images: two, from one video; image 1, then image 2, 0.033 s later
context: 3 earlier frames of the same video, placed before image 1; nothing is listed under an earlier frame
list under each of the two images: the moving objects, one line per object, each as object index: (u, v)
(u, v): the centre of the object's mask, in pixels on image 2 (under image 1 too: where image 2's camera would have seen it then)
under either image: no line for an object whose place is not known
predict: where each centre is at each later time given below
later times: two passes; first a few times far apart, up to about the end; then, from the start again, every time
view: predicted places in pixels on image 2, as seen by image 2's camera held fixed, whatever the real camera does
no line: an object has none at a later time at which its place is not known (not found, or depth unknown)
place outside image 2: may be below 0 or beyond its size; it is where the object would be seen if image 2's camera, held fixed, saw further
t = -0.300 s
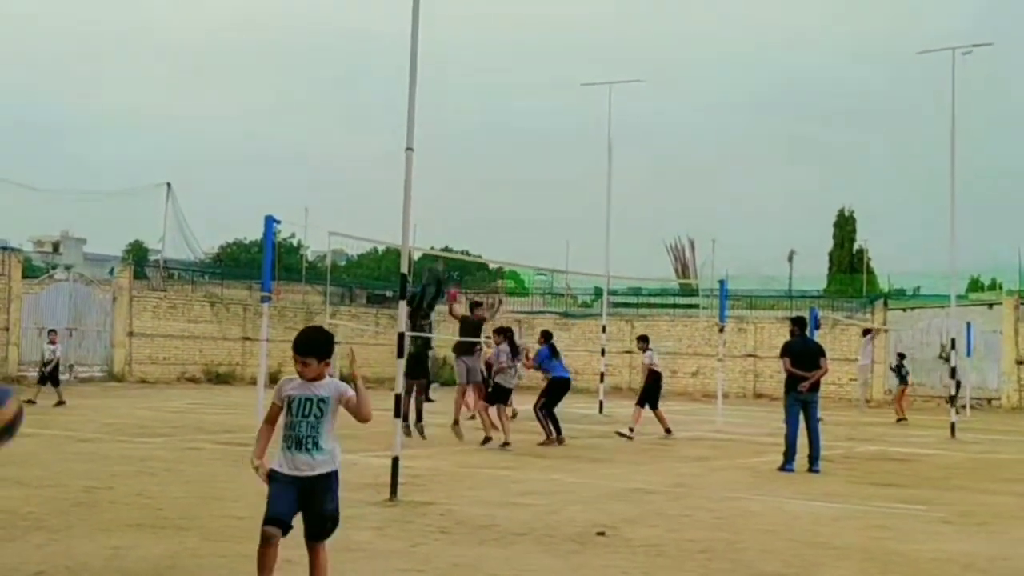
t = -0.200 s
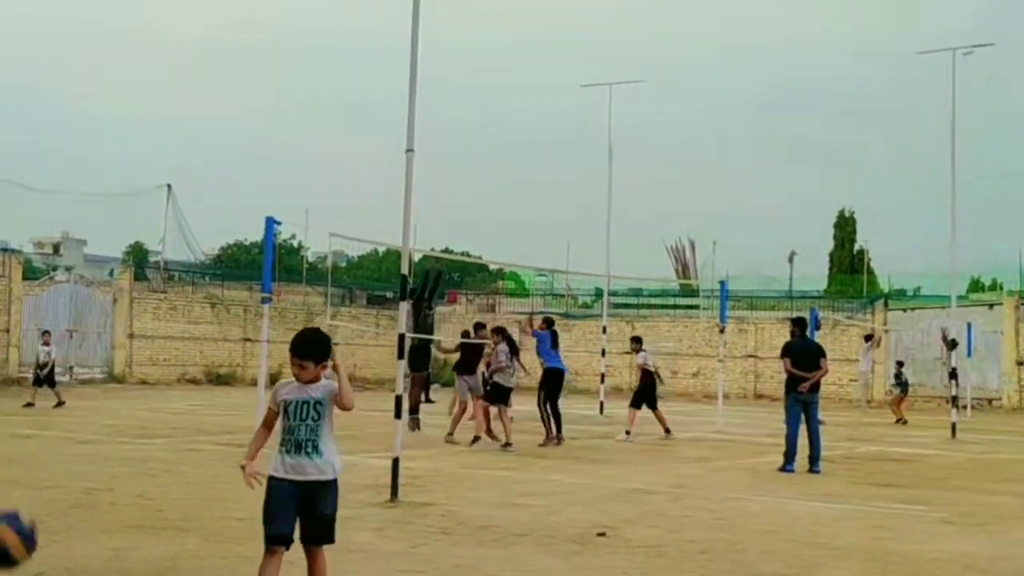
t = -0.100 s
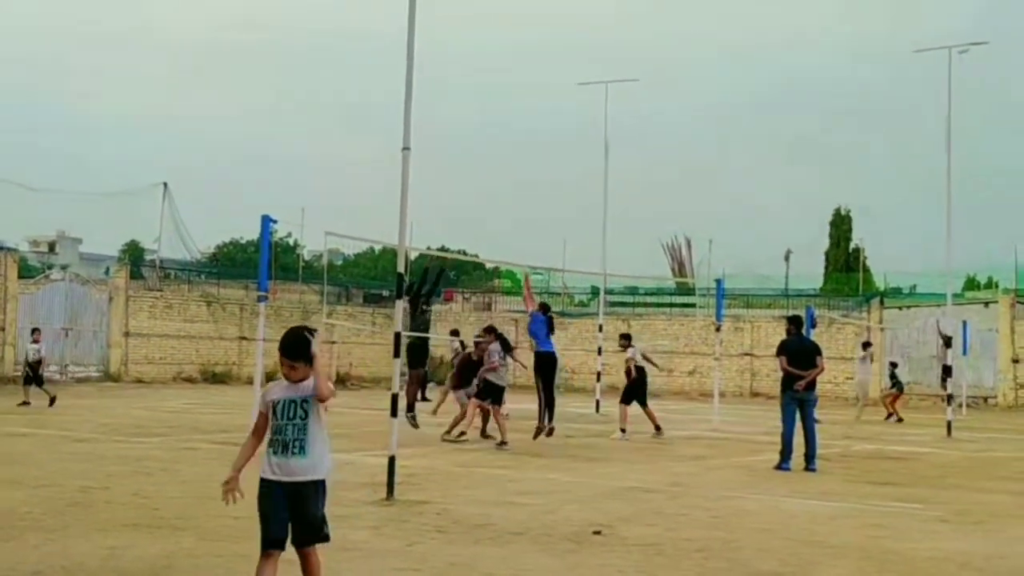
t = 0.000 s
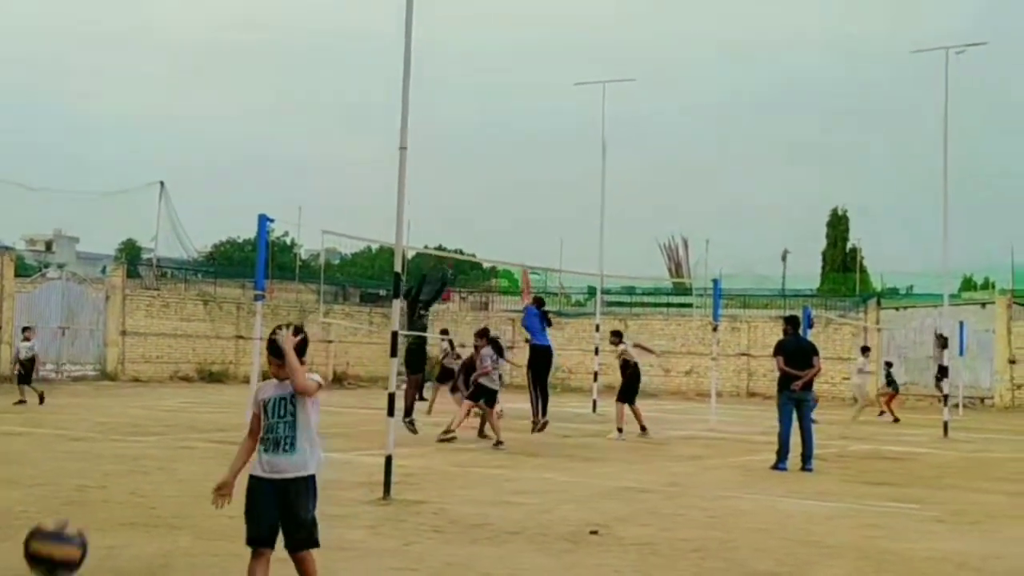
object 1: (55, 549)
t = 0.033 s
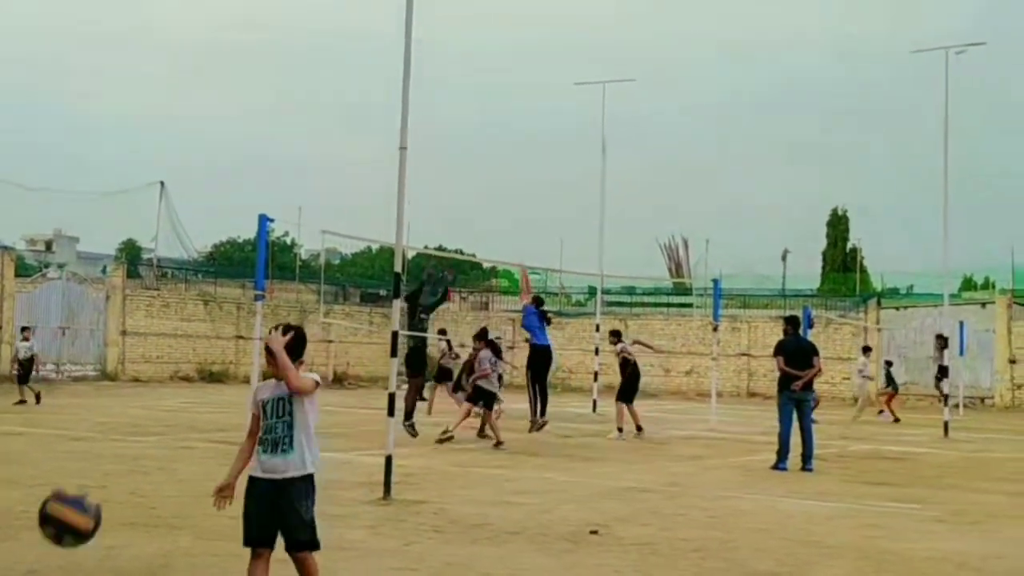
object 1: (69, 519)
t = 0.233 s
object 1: (148, 401)
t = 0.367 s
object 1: (194, 386)
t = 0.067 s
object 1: (83, 490)
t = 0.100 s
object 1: (97, 465)
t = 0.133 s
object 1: (110, 444)
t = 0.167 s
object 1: (123, 426)
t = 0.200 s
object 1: (136, 412)
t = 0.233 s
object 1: (148, 401)
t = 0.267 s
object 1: (160, 392)
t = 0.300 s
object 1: (172, 387)
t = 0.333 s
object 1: (183, 386)
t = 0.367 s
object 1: (194, 386)
